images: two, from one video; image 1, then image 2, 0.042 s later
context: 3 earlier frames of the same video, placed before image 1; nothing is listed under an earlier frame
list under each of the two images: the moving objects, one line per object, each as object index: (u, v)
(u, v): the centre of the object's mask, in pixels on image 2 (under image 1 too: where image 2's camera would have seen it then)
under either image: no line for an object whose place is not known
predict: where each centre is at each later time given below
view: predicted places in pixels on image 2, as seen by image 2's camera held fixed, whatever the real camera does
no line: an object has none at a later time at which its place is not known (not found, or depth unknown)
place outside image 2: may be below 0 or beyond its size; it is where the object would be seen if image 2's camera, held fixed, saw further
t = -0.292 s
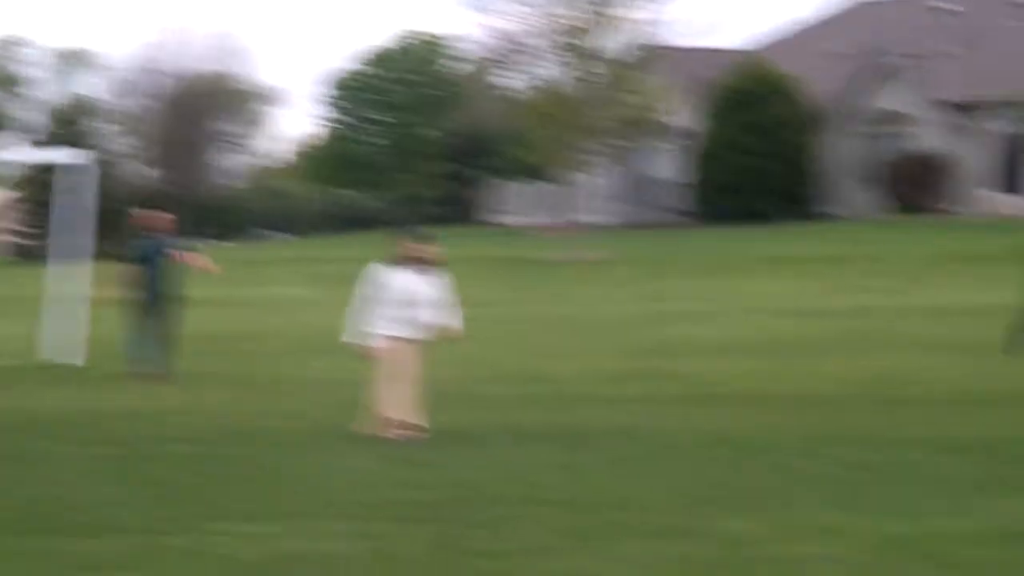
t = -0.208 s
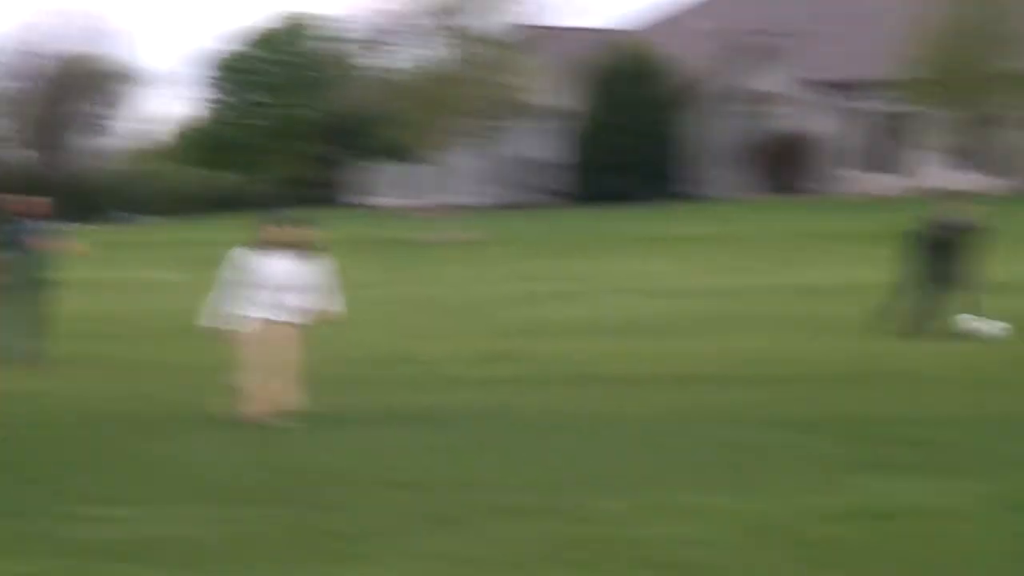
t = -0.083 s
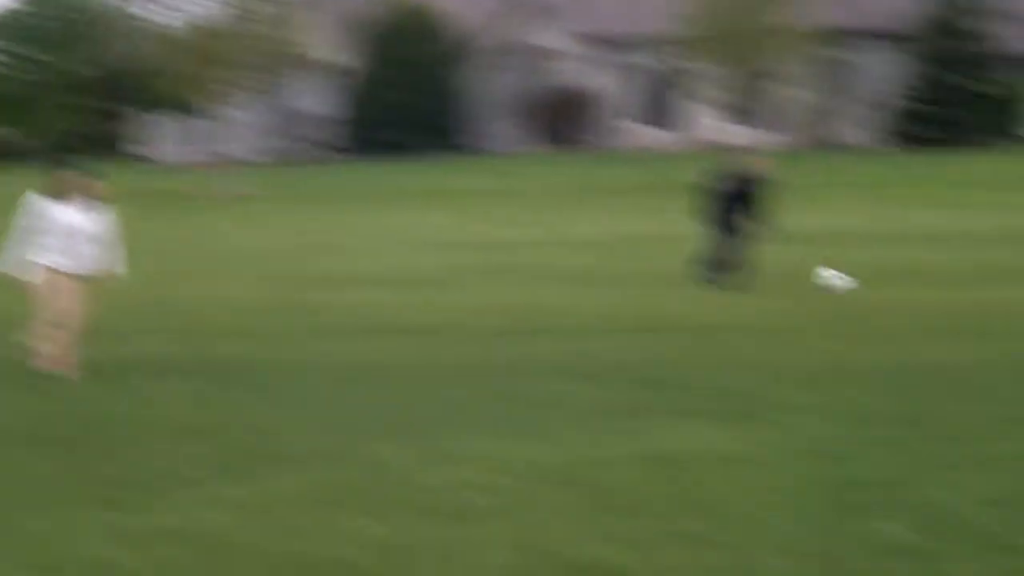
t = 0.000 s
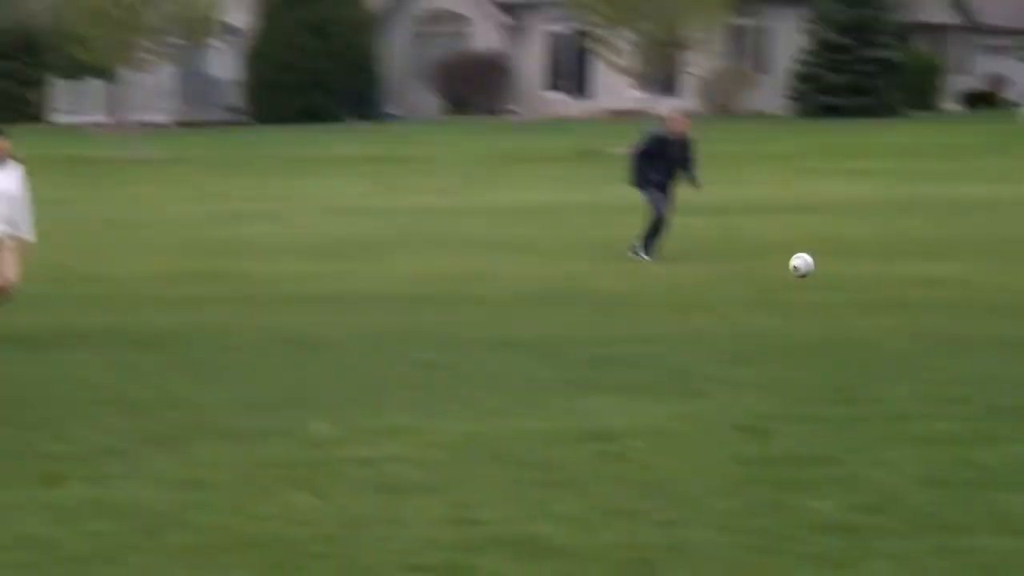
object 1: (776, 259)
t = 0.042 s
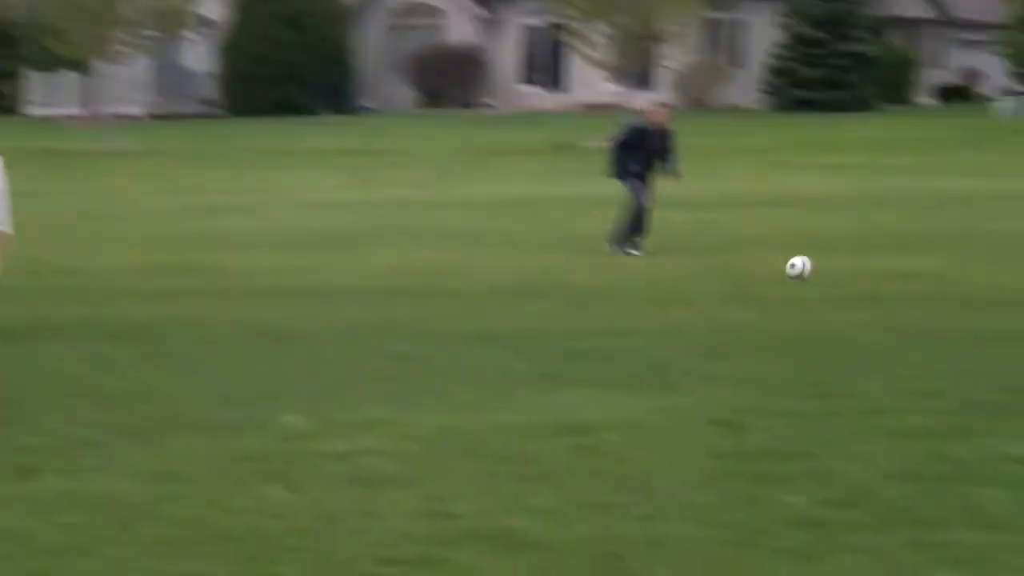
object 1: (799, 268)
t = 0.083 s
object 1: (824, 266)
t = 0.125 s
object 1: (847, 261)
